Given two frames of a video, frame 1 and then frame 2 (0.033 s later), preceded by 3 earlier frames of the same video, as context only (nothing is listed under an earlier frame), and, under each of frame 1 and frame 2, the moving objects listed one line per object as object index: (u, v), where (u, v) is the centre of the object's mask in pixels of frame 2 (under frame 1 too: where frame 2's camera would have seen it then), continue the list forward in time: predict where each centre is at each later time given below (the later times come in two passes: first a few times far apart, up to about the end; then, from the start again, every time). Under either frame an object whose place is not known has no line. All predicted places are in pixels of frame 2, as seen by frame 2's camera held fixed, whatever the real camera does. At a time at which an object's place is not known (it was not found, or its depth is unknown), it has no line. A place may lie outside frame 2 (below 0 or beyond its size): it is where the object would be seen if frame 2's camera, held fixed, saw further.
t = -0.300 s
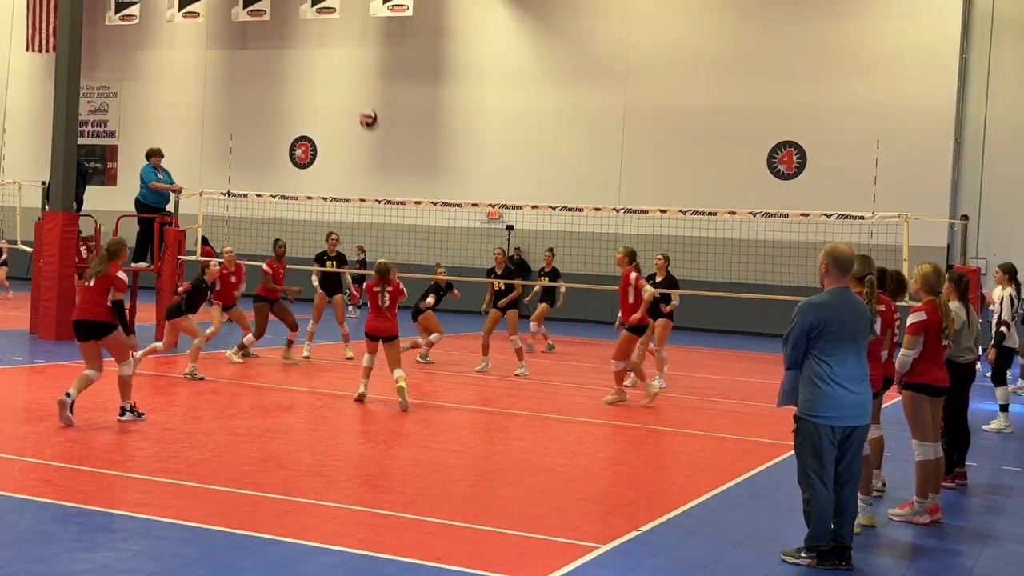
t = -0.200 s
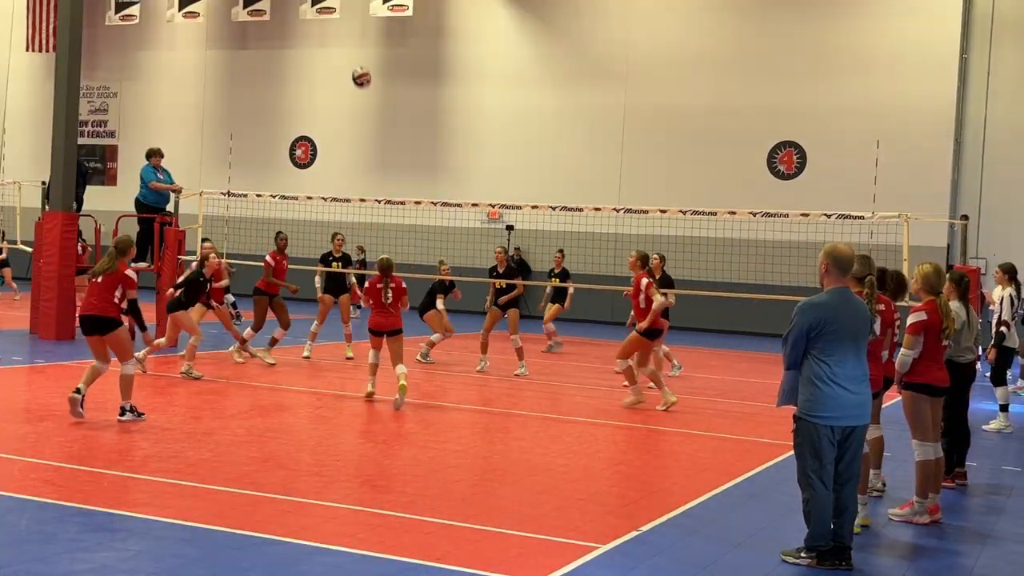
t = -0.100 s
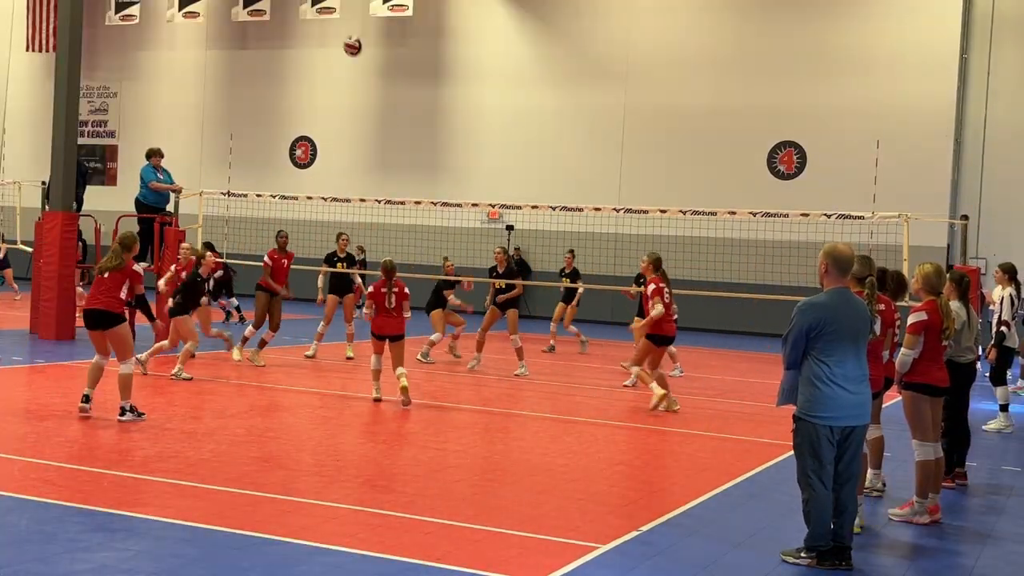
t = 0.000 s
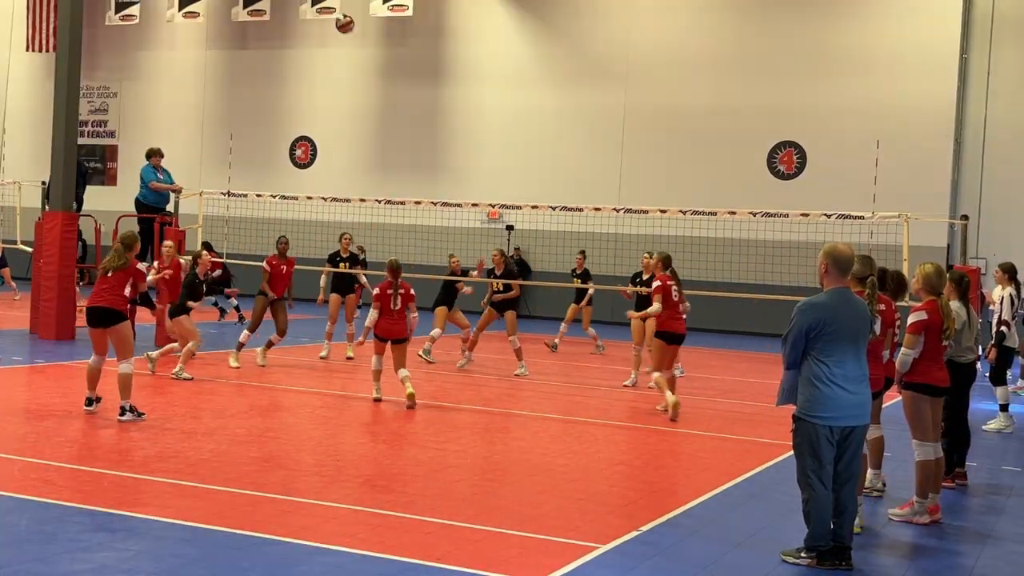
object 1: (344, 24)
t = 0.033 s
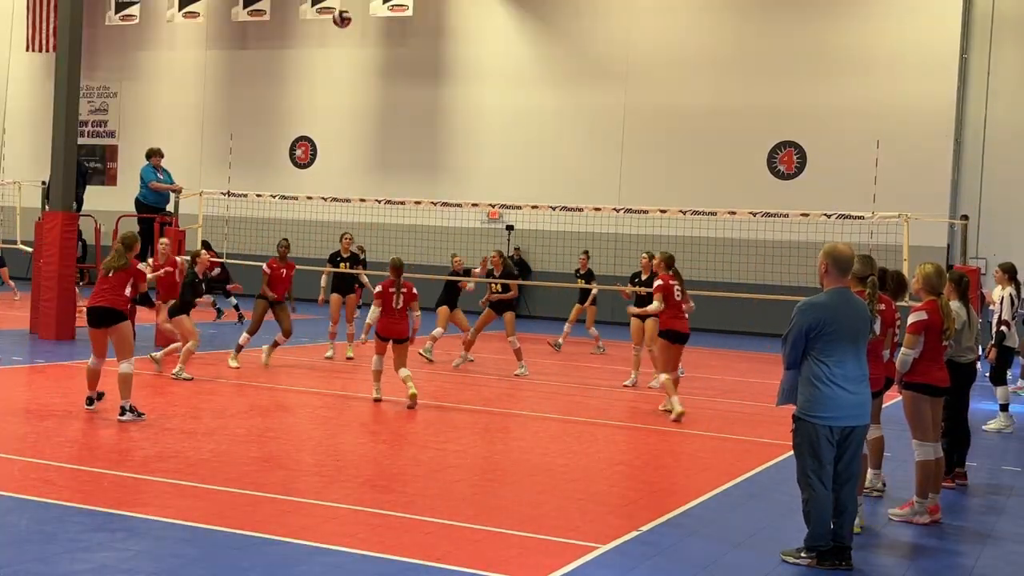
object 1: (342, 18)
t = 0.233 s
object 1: (324, 8)
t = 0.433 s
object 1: (305, 31)
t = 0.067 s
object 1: (339, 15)
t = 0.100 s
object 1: (335, 11)
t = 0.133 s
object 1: (333, 9)
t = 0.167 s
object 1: (330, 8)
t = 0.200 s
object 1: (326, 7)
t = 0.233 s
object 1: (324, 8)
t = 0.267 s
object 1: (320, 9)
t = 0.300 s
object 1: (317, 11)
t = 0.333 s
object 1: (314, 14)
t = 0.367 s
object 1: (311, 18)
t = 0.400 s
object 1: (308, 23)
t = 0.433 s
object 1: (305, 31)
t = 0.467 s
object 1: (302, 37)
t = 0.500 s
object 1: (299, 45)
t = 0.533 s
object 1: (295, 54)
